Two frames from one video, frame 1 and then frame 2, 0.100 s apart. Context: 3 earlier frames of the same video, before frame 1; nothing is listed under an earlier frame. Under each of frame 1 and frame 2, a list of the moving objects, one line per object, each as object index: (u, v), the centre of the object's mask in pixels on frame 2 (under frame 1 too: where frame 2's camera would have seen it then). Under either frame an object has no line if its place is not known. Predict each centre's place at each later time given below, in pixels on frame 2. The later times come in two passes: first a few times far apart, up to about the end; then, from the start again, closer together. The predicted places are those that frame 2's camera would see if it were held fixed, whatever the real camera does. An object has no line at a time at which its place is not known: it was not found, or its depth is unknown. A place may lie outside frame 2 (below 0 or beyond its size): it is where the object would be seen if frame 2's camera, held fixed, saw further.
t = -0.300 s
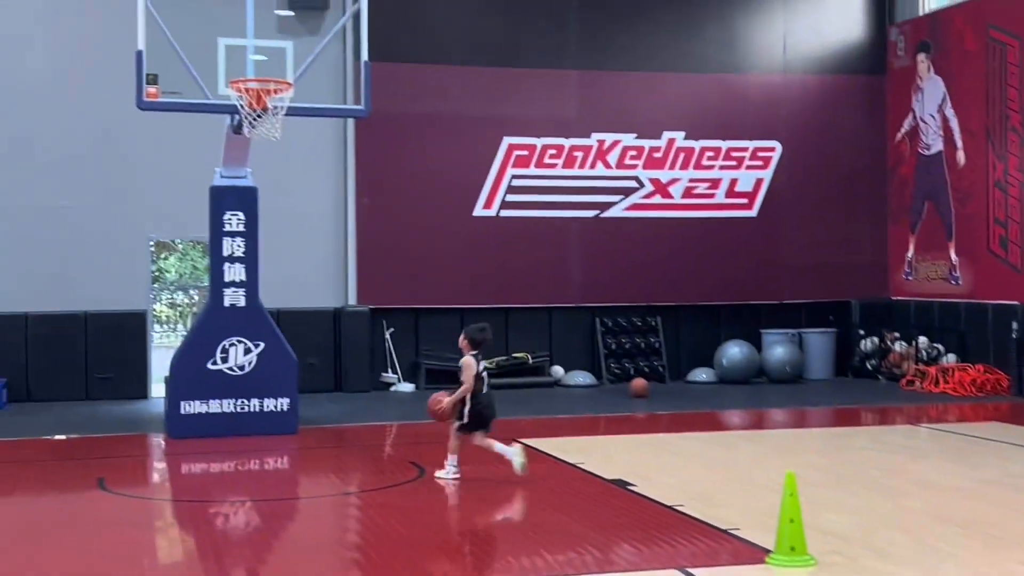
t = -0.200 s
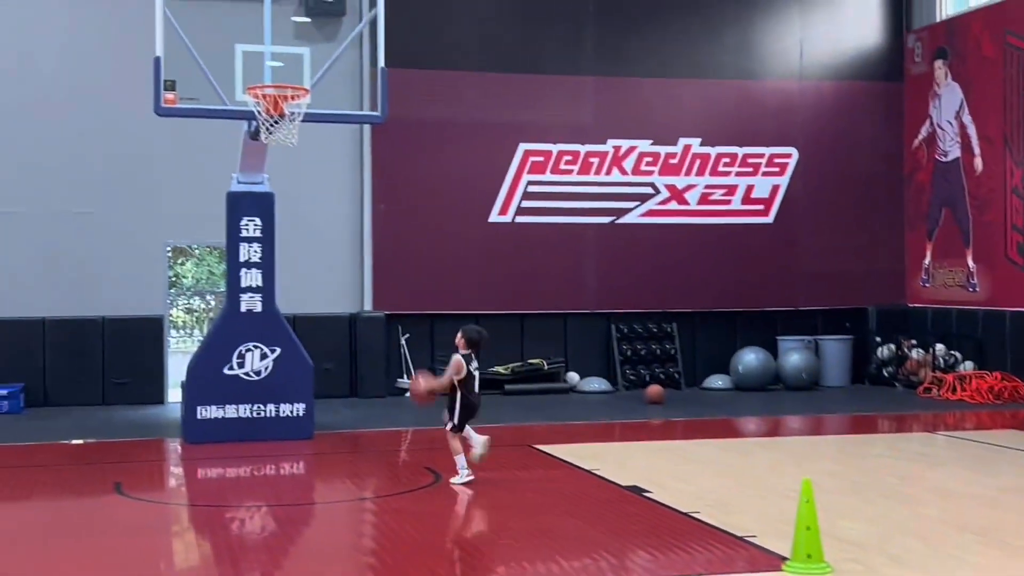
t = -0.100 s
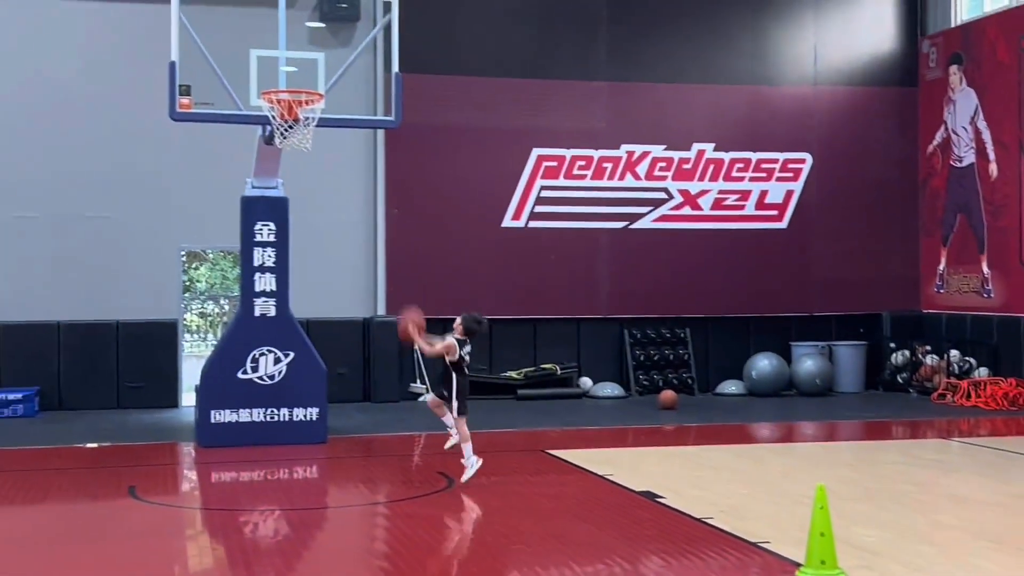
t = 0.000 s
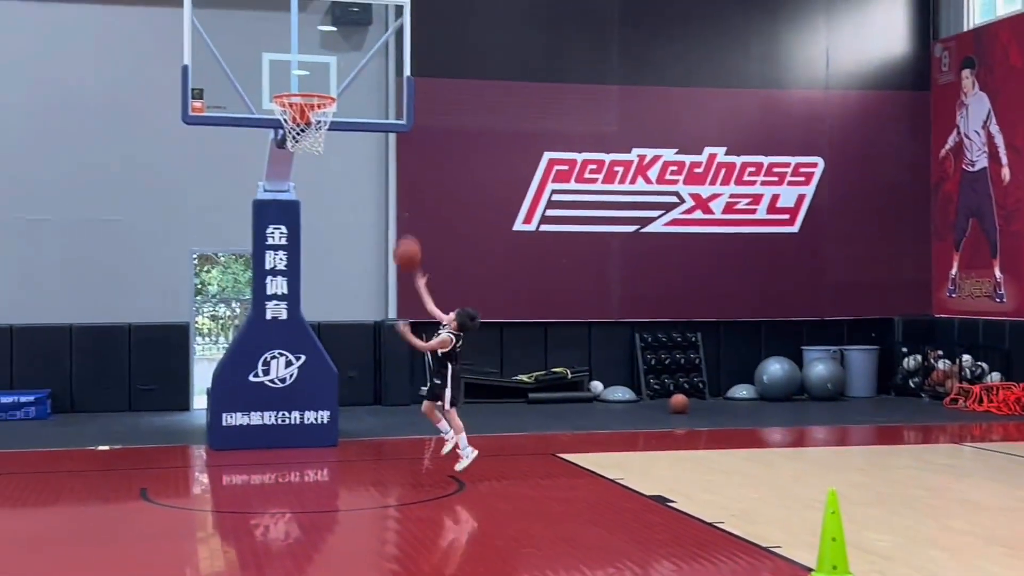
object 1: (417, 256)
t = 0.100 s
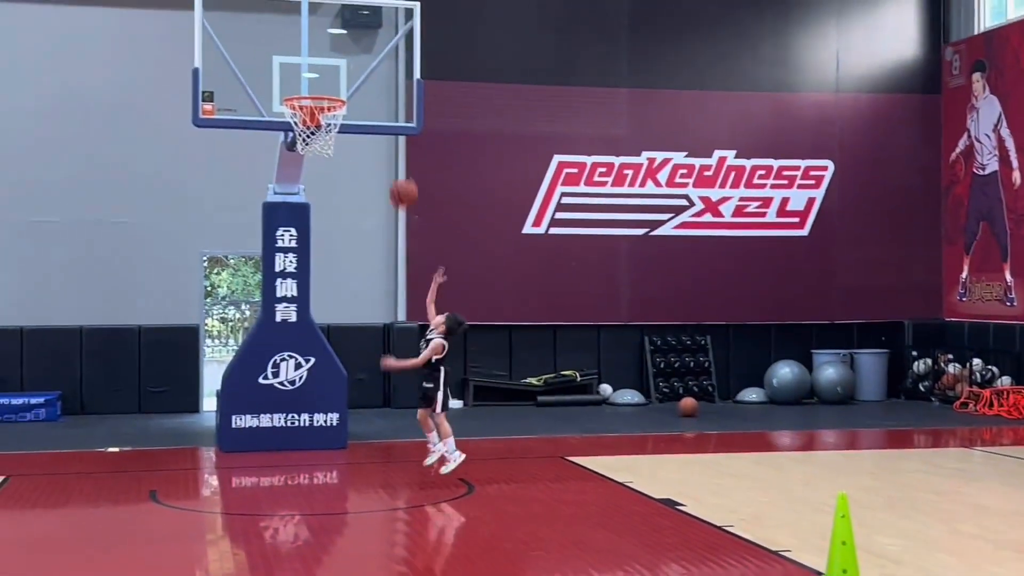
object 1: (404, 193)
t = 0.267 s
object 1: (383, 116)
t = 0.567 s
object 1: (353, 66)
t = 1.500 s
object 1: (348, 339)
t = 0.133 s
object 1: (400, 174)
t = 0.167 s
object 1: (395, 159)
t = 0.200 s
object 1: (391, 143)
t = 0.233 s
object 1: (387, 129)
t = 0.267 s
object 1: (383, 116)
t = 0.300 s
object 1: (380, 105)
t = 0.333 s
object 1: (375, 95)
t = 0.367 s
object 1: (372, 87)
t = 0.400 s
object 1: (369, 81)
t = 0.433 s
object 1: (365, 75)
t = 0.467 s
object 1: (363, 70)
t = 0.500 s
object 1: (360, 68)
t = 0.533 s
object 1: (356, 66)
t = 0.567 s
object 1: (353, 66)
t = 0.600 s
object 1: (350, 67)
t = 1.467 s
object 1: (345, 311)
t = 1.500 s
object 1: (348, 339)
